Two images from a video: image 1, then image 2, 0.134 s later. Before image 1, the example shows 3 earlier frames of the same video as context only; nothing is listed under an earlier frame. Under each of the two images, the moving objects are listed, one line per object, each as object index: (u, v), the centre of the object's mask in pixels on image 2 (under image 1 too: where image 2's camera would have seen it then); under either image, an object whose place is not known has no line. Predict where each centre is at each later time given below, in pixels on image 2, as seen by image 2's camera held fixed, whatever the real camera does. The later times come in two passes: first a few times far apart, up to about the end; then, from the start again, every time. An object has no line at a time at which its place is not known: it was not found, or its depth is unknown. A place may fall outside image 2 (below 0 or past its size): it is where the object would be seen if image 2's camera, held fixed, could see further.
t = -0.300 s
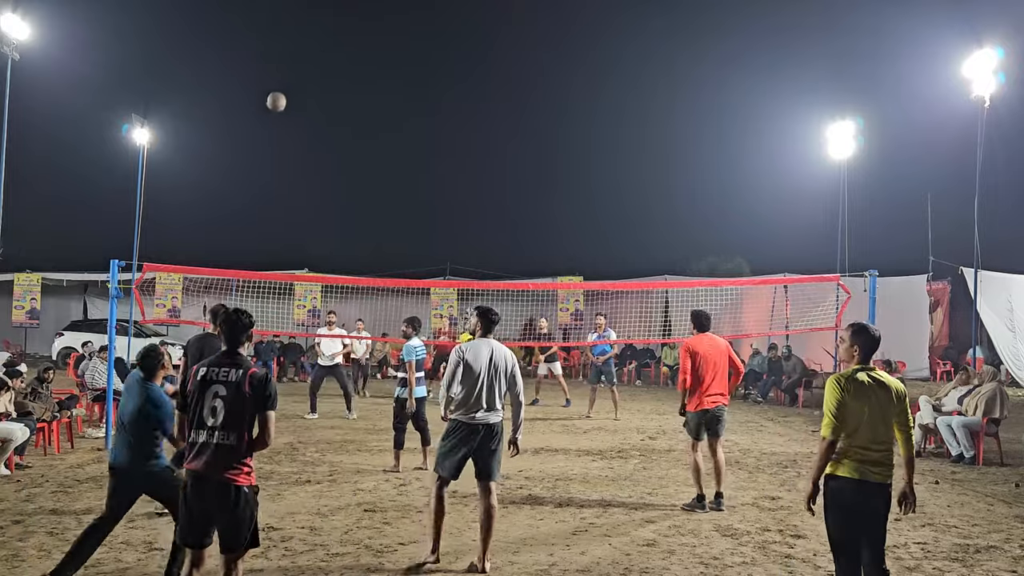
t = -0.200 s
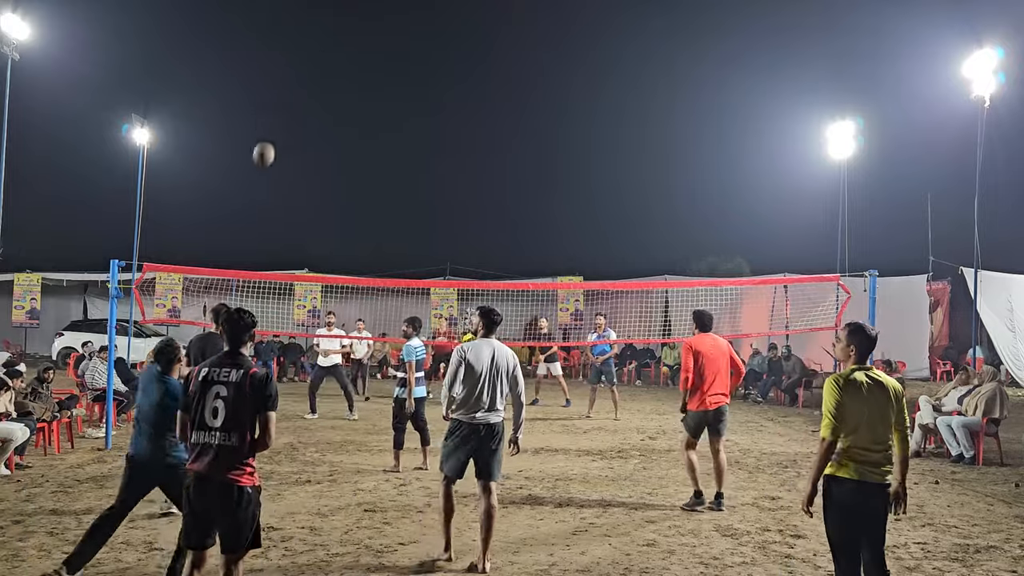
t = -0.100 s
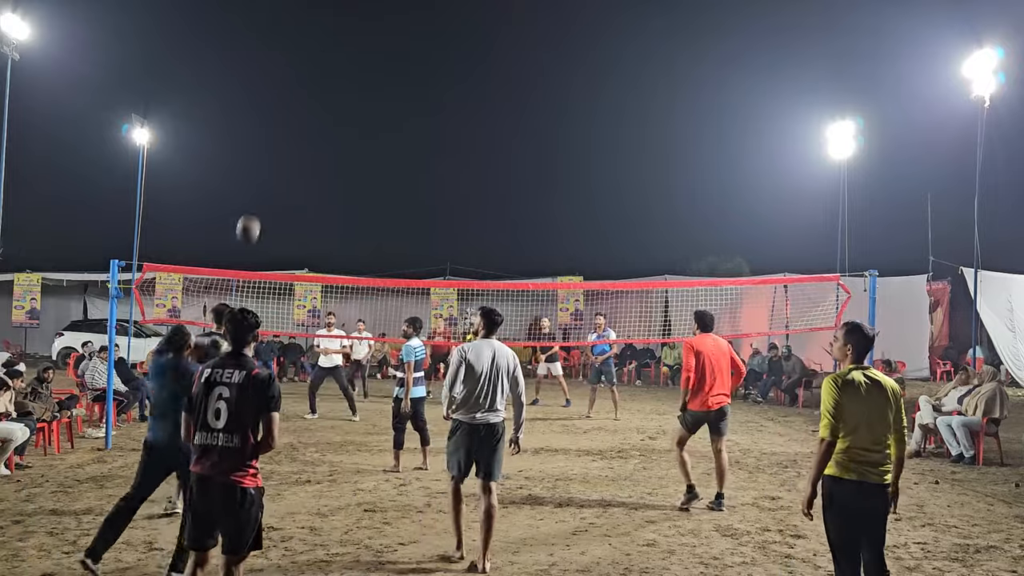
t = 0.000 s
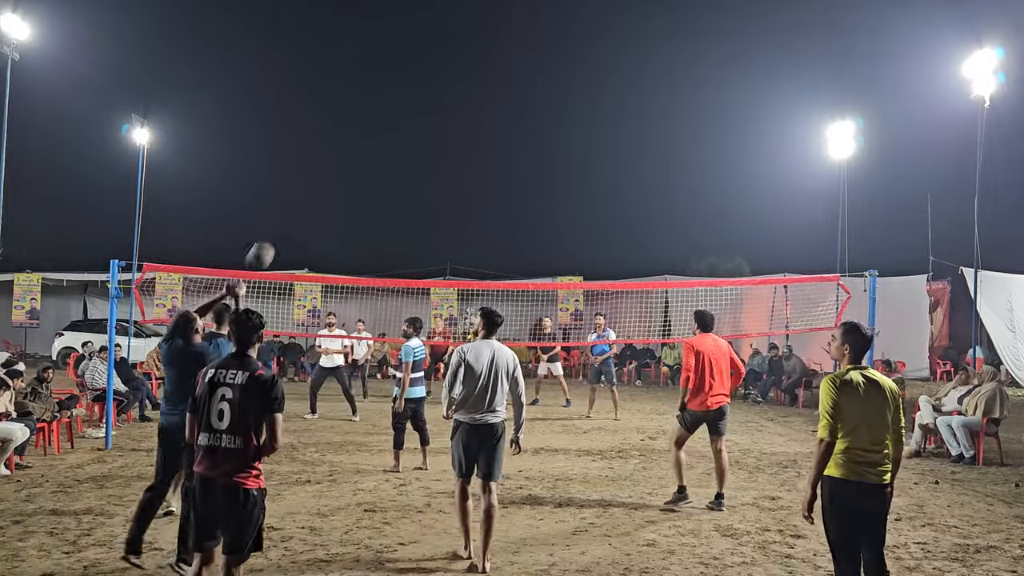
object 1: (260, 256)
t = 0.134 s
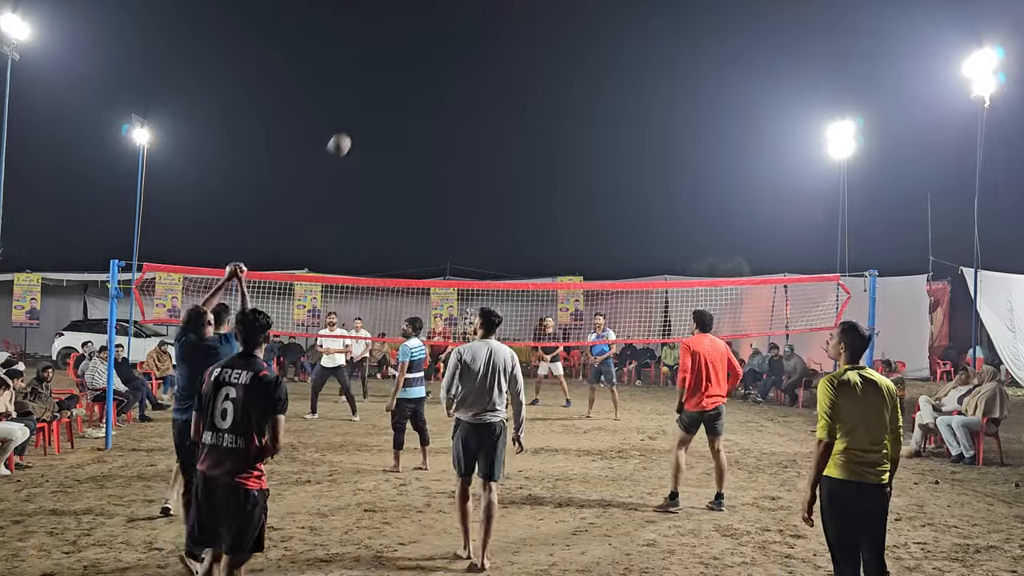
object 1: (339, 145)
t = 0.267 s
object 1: (400, 80)
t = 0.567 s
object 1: (498, 31)
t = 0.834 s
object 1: (557, 57)
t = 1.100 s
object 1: (602, 118)
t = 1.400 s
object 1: (642, 217)
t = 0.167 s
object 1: (355, 125)
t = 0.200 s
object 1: (371, 108)
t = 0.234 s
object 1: (386, 92)
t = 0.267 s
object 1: (400, 80)
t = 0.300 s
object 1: (413, 69)
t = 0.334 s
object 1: (425, 59)
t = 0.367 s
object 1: (437, 51)
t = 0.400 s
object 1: (448, 45)
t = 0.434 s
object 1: (459, 40)
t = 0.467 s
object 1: (470, 36)
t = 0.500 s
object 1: (480, 34)
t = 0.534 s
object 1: (489, 32)
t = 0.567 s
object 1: (498, 31)
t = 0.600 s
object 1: (506, 32)
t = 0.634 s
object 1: (515, 33)
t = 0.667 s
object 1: (522, 35)
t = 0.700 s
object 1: (530, 38)
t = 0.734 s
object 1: (537, 42)
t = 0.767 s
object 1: (544, 46)
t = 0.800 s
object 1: (550, 51)
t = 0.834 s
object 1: (557, 57)
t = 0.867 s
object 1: (564, 63)
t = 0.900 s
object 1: (570, 69)
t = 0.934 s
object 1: (576, 76)
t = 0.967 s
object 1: (582, 84)
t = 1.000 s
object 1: (587, 91)
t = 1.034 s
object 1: (592, 100)
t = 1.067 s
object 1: (597, 109)
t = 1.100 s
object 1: (602, 118)
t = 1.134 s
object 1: (607, 128)
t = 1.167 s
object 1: (612, 138)
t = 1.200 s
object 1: (616, 148)
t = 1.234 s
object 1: (621, 159)
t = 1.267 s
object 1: (625, 170)
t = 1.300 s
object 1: (629, 181)
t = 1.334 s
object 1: (633, 193)
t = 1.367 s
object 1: (636, 205)
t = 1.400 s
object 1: (642, 217)
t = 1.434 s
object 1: (645, 230)
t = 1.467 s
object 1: (648, 242)
